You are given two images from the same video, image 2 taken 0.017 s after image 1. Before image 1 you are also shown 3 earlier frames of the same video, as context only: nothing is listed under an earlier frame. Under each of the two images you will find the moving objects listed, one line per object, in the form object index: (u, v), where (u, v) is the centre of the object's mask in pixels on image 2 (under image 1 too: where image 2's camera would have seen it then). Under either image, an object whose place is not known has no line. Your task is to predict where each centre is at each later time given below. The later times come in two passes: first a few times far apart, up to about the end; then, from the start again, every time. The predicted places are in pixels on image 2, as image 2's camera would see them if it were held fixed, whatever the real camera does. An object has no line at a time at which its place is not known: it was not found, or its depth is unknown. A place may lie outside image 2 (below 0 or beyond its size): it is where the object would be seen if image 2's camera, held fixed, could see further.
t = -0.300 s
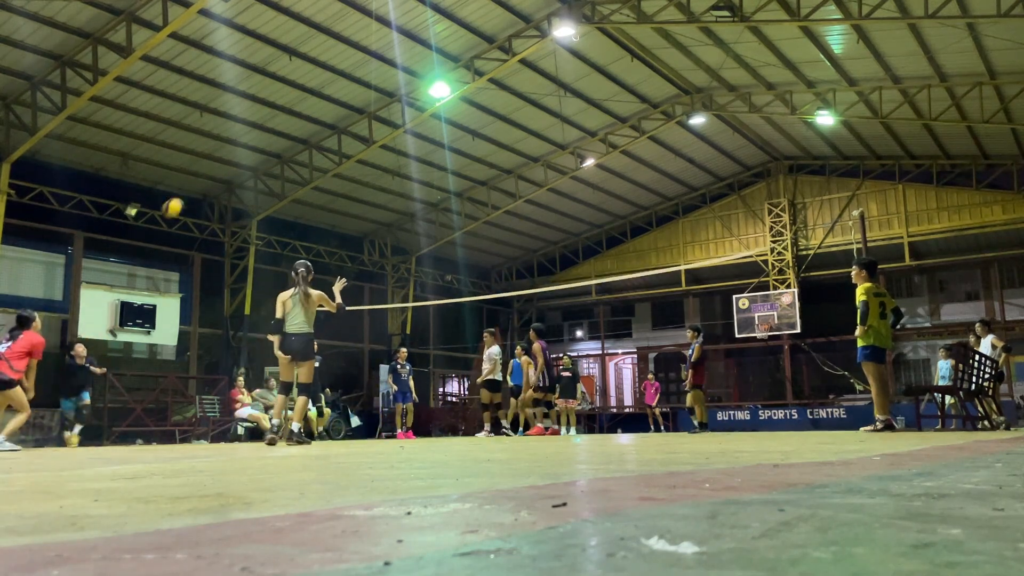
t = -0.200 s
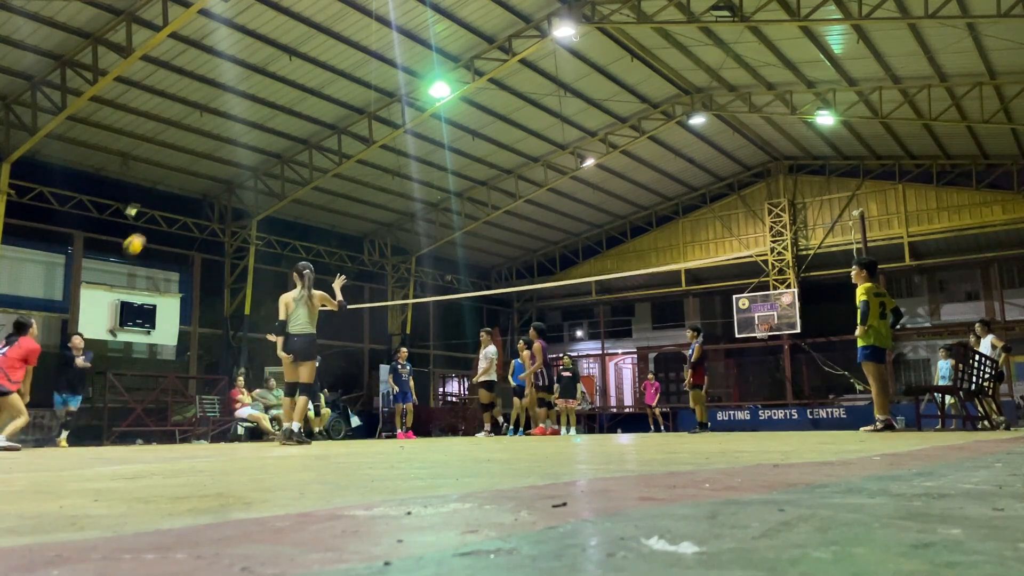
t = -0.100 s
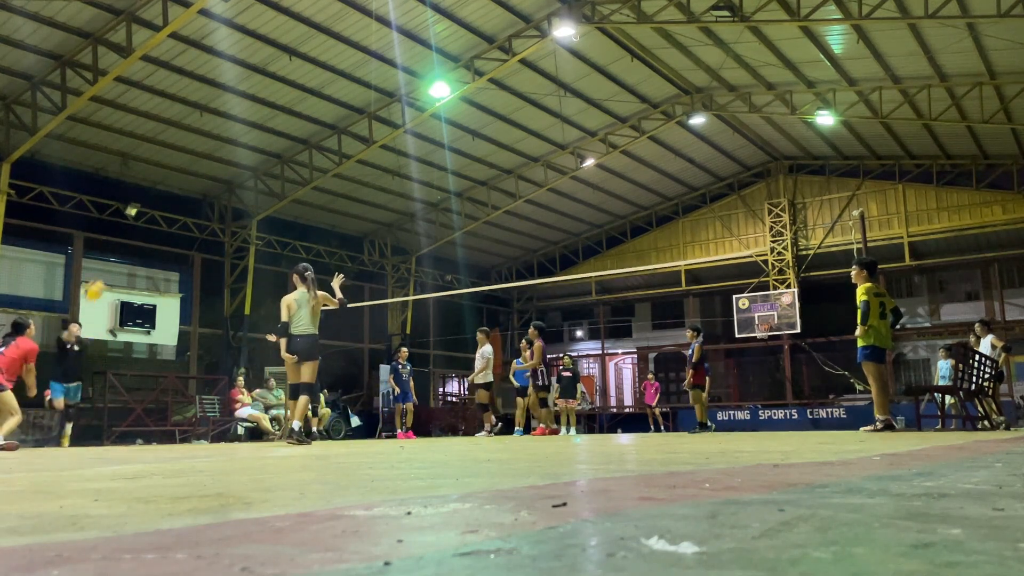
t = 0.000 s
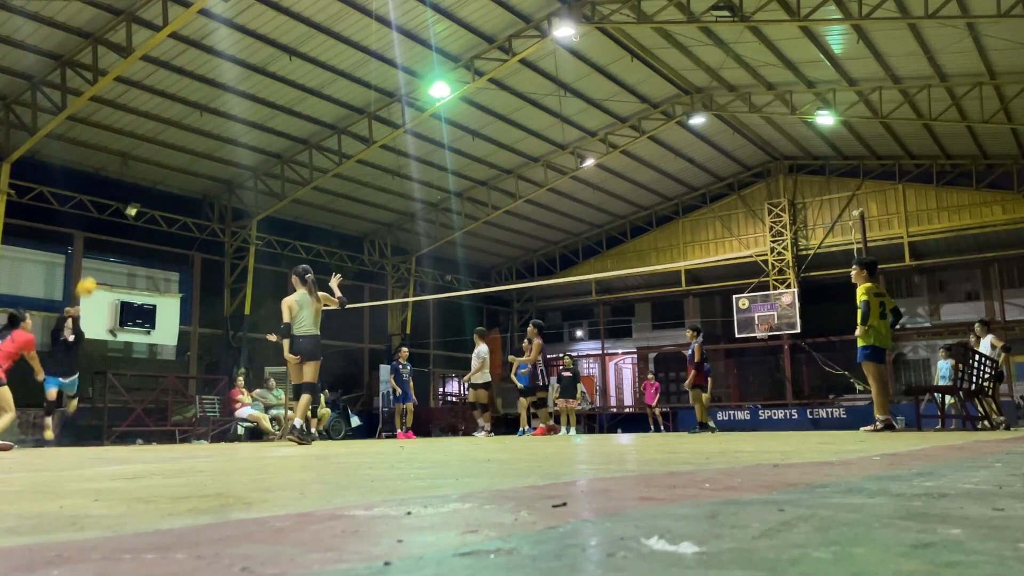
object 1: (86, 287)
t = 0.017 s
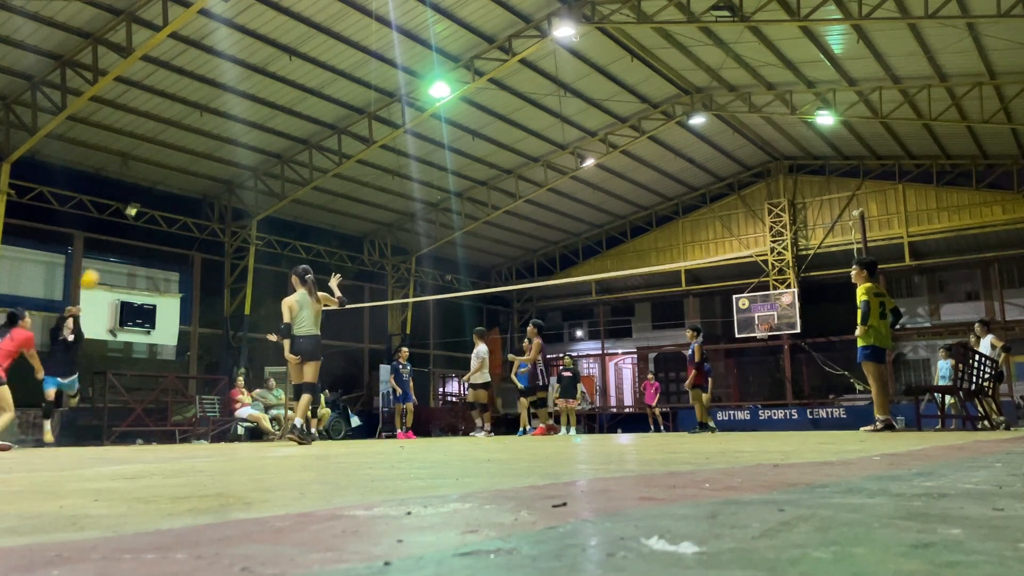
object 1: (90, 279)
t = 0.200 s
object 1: (124, 211)
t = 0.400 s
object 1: (157, 171)
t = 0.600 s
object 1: (186, 162)
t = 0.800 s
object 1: (212, 181)
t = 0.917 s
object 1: (225, 205)
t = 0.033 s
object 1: (94, 272)
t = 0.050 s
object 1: (96, 264)
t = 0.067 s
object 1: (99, 257)
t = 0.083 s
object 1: (102, 250)
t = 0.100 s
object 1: (105, 245)
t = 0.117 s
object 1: (108, 238)
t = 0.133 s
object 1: (111, 232)
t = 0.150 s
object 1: (115, 226)
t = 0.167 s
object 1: (118, 221)
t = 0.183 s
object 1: (121, 216)
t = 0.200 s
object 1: (124, 211)
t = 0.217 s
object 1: (127, 207)
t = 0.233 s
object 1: (130, 204)
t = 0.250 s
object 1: (132, 198)
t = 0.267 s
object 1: (135, 195)
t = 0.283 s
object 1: (138, 190)
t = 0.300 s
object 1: (141, 187)
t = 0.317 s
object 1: (144, 184)
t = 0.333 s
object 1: (146, 181)
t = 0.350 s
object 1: (149, 178)
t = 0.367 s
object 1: (152, 176)
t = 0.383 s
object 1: (154, 173)
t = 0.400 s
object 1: (157, 171)
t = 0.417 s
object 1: (160, 169)
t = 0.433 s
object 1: (162, 167)
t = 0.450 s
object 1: (164, 166)
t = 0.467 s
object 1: (167, 165)
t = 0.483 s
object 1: (169, 164)
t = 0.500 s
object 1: (171, 163)
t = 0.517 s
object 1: (174, 162)
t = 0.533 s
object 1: (177, 162)
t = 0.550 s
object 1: (179, 162)
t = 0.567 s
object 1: (181, 162)
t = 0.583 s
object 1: (183, 162)
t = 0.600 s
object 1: (186, 162)
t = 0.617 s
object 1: (188, 163)
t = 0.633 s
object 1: (190, 164)
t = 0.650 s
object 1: (192, 164)
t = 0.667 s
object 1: (194, 166)
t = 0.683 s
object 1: (197, 167)
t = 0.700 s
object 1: (199, 169)
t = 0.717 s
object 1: (201, 170)
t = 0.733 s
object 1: (203, 172)
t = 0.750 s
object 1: (205, 174)
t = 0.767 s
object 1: (207, 177)
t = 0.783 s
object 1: (209, 179)
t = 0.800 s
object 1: (212, 181)
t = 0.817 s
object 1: (214, 184)
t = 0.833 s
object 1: (215, 187)
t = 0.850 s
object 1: (218, 191)
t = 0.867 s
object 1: (220, 194)
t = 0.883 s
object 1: (222, 197)
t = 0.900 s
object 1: (223, 201)
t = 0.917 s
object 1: (225, 205)
